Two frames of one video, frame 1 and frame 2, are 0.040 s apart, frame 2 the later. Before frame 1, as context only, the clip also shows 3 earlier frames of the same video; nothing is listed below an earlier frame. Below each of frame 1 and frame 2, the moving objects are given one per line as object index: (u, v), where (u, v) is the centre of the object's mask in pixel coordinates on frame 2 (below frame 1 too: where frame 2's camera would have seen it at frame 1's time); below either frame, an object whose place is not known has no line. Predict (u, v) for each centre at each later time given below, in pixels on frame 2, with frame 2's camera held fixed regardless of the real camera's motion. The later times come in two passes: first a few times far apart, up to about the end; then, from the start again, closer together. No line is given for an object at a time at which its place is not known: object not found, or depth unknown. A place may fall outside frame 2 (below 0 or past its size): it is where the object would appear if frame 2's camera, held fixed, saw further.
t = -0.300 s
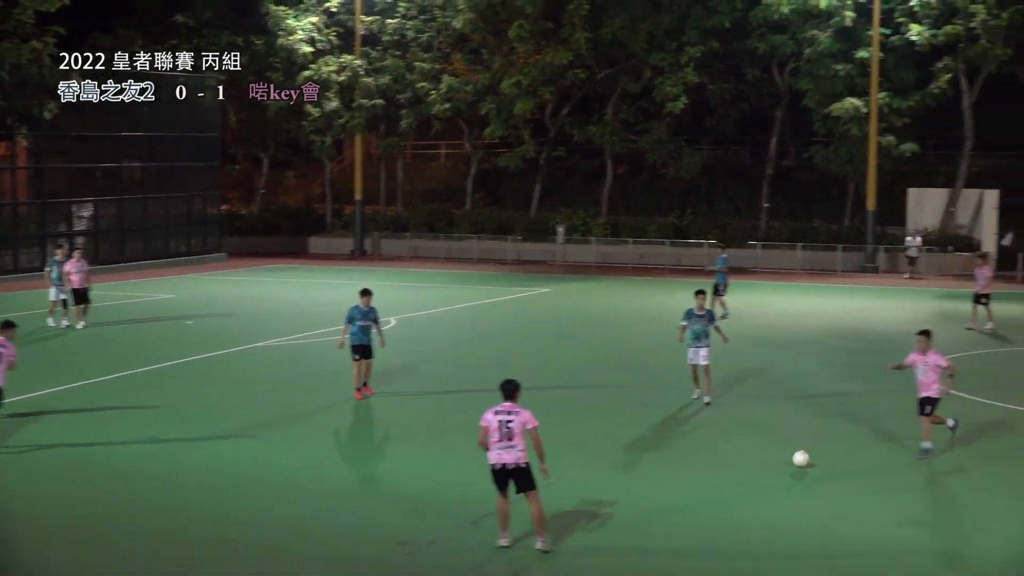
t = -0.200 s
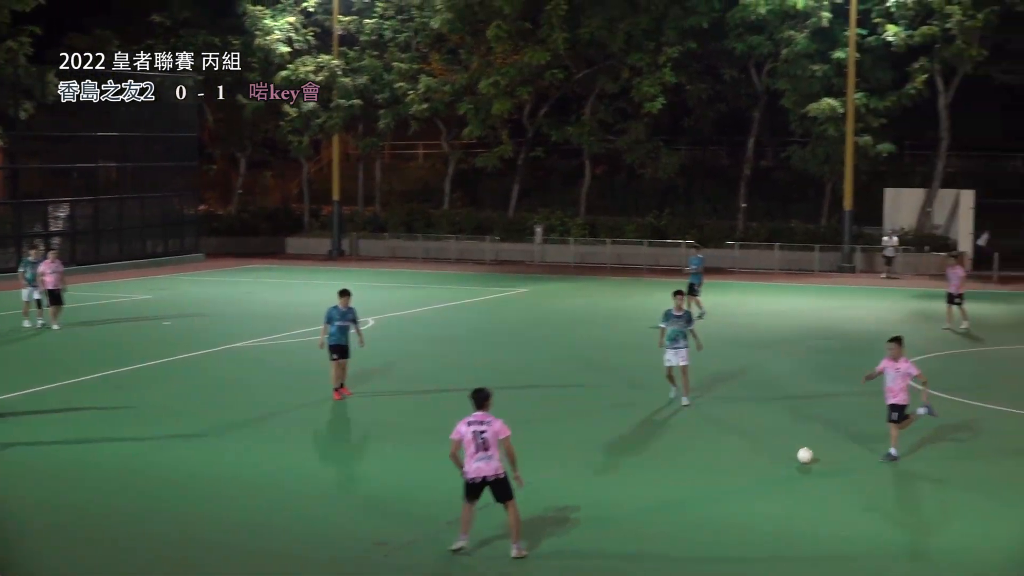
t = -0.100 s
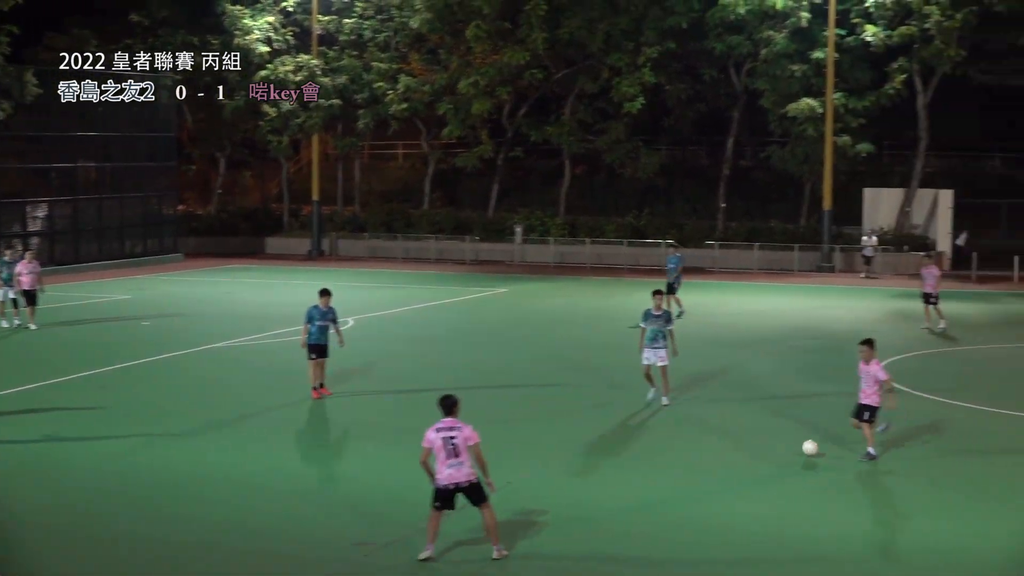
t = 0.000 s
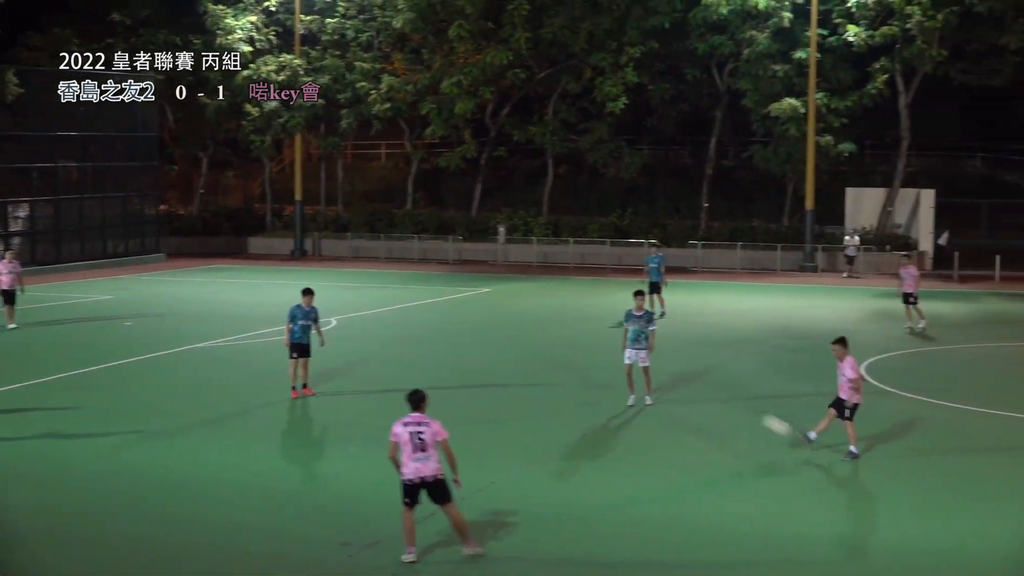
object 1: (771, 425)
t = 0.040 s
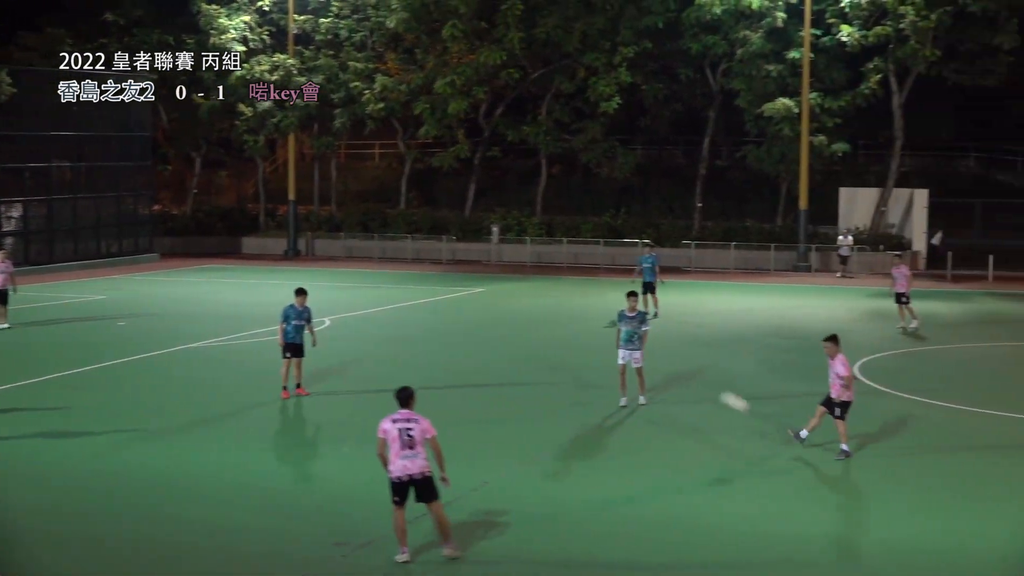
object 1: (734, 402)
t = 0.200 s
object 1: (597, 325)
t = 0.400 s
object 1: (451, 261)
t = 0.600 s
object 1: (324, 229)
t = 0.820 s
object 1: (204, 225)
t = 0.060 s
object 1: (716, 391)
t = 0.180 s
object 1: (614, 333)
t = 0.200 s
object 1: (597, 325)
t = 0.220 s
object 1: (580, 317)
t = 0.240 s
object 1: (565, 309)
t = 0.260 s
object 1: (549, 302)
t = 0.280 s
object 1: (536, 295)
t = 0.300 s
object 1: (521, 288)
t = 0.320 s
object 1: (506, 282)
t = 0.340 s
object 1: (492, 276)
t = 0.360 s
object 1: (478, 271)
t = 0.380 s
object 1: (465, 266)
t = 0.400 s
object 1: (451, 261)
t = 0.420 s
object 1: (437, 257)
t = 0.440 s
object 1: (424, 252)
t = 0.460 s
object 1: (411, 249)
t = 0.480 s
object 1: (398, 245)
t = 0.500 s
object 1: (385, 241)
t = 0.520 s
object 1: (372, 238)
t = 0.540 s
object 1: (360, 235)
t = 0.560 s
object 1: (348, 232)
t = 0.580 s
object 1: (336, 231)
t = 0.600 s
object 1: (324, 229)
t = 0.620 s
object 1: (312, 227)
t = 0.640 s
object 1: (301, 226)
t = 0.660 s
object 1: (290, 224)
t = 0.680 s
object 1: (278, 223)
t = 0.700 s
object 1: (267, 223)
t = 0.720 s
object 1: (256, 223)
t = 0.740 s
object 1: (245, 223)
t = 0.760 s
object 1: (234, 223)
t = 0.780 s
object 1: (224, 223)
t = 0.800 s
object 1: (214, 224)
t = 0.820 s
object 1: (204, 225)
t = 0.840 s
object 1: (194, 226)
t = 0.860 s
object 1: (185, 228)
